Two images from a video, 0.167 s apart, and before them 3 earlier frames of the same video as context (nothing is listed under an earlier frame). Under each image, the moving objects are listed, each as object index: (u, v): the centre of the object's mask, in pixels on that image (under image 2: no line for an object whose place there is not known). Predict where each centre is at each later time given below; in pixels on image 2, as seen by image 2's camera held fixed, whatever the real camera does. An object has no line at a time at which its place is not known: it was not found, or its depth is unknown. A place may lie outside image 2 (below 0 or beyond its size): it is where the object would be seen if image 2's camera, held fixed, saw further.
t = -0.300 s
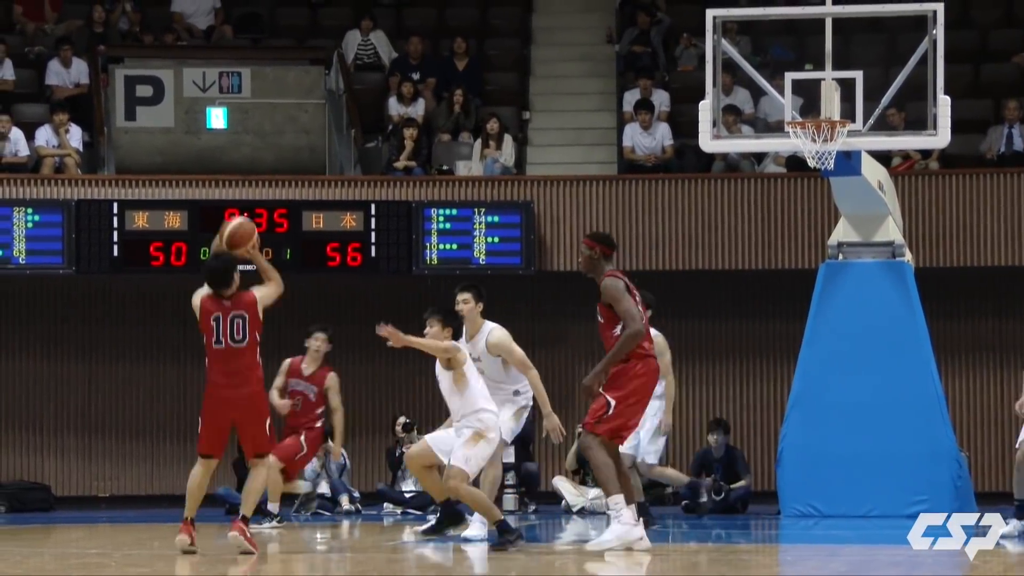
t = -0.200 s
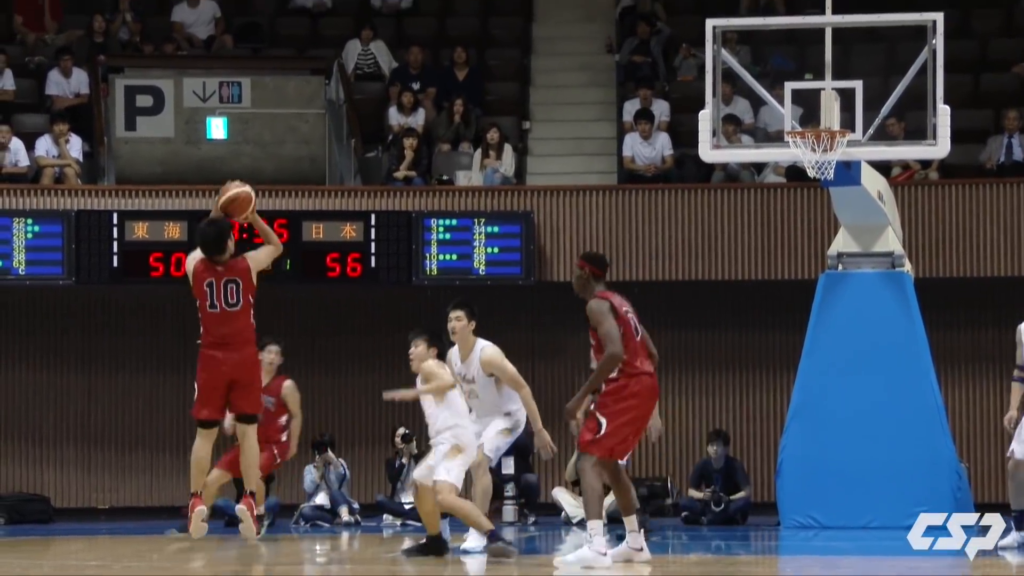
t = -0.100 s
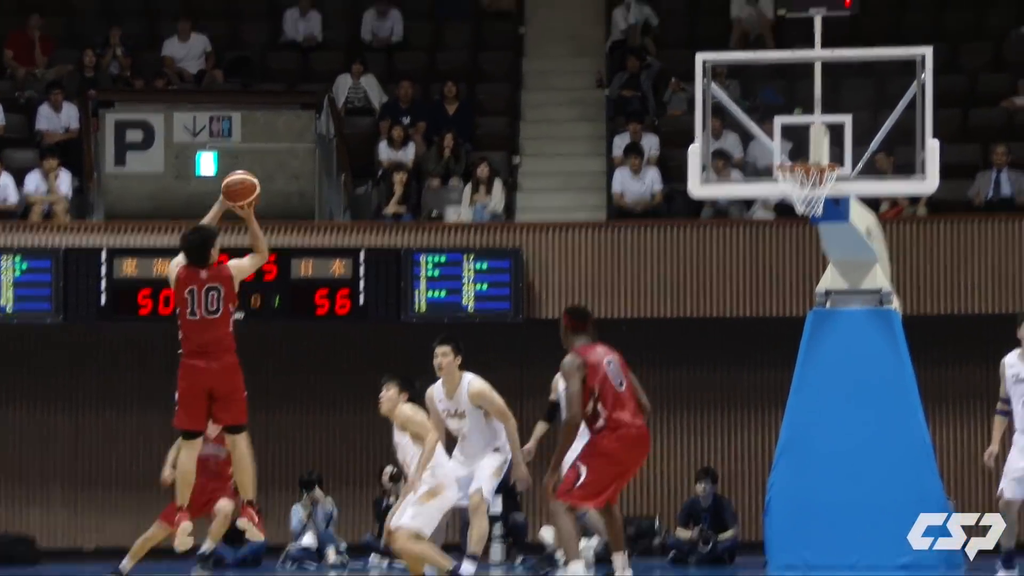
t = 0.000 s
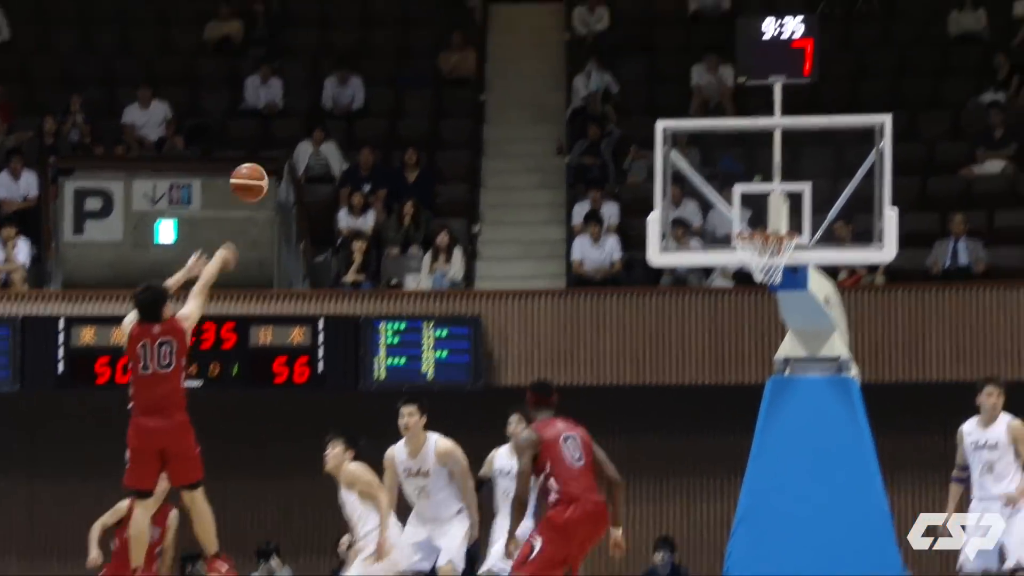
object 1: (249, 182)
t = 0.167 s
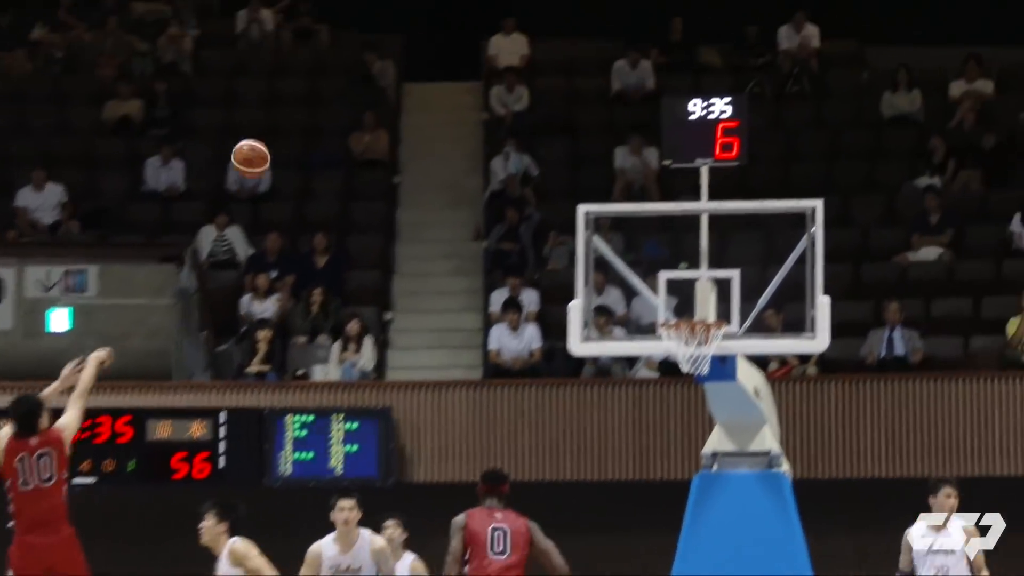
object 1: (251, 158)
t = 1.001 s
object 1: (657, 264)
